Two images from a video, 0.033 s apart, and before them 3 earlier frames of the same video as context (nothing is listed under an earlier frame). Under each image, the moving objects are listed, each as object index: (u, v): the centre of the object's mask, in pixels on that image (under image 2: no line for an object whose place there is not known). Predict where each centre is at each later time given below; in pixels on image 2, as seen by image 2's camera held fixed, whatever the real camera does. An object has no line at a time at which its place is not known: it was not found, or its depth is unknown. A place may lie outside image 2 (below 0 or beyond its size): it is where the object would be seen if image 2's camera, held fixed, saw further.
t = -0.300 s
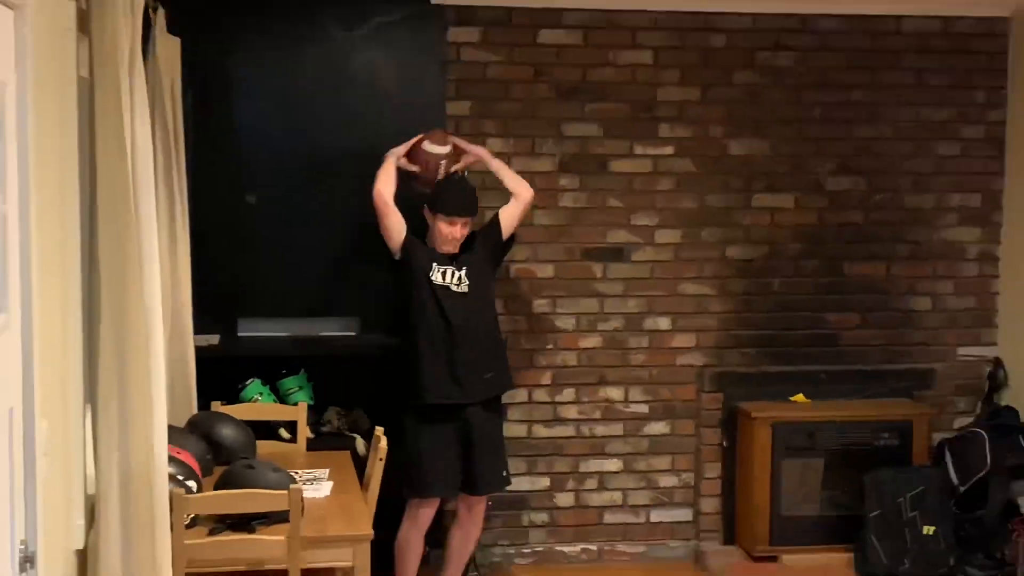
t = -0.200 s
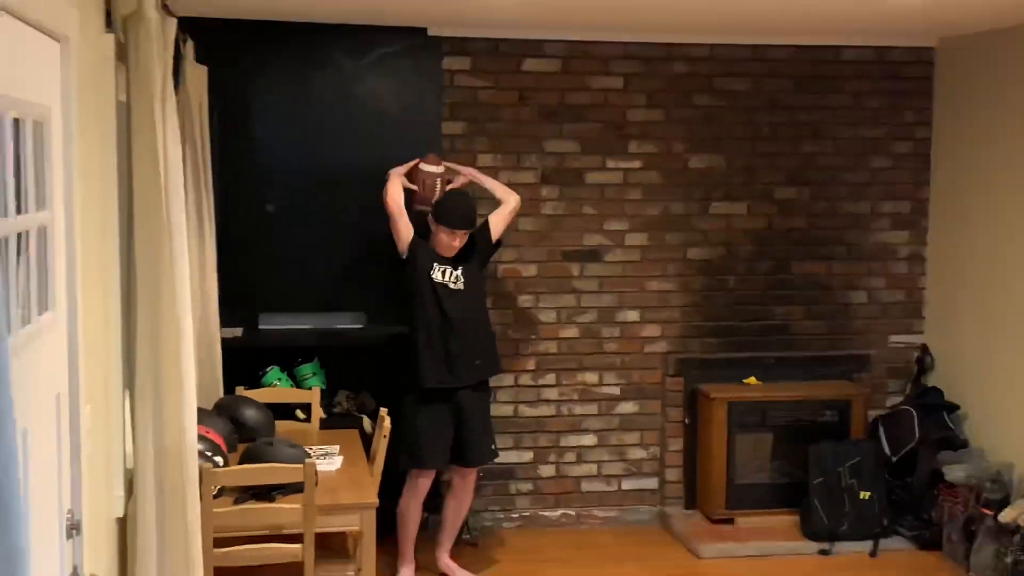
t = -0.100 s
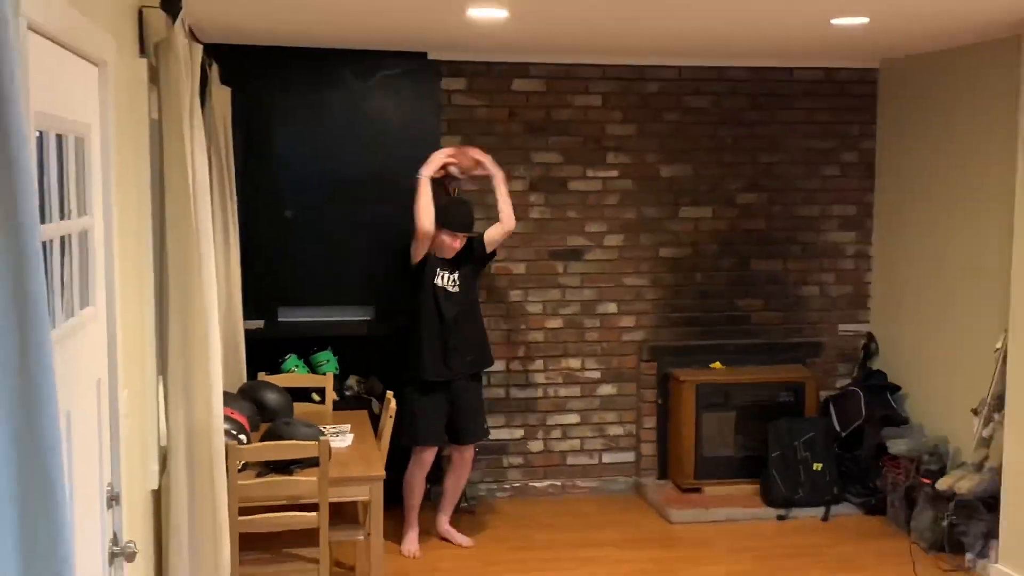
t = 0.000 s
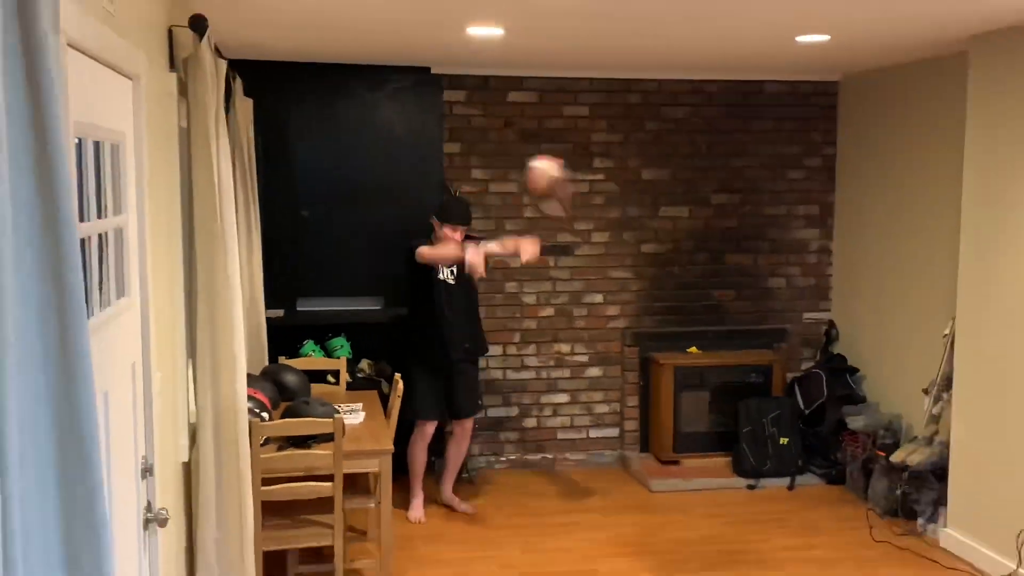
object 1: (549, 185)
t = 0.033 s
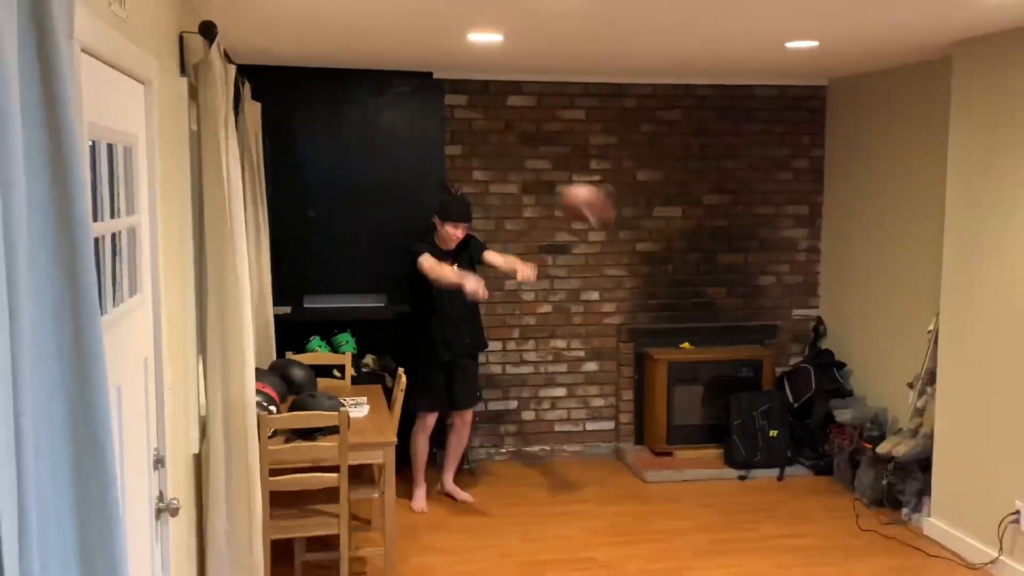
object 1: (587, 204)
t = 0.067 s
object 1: (632, 222)
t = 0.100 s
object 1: (682, 255)
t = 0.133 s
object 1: (735, 281)
